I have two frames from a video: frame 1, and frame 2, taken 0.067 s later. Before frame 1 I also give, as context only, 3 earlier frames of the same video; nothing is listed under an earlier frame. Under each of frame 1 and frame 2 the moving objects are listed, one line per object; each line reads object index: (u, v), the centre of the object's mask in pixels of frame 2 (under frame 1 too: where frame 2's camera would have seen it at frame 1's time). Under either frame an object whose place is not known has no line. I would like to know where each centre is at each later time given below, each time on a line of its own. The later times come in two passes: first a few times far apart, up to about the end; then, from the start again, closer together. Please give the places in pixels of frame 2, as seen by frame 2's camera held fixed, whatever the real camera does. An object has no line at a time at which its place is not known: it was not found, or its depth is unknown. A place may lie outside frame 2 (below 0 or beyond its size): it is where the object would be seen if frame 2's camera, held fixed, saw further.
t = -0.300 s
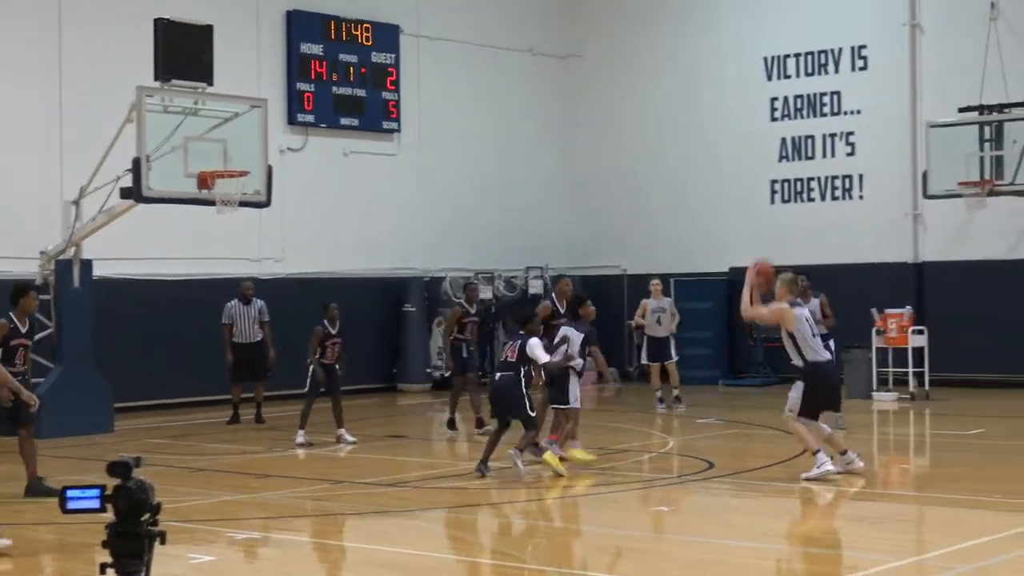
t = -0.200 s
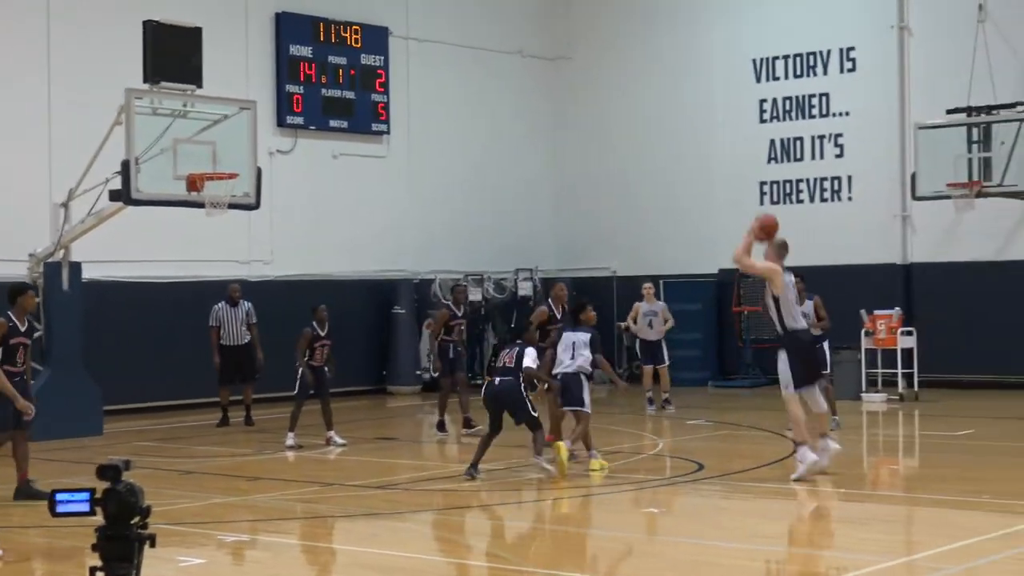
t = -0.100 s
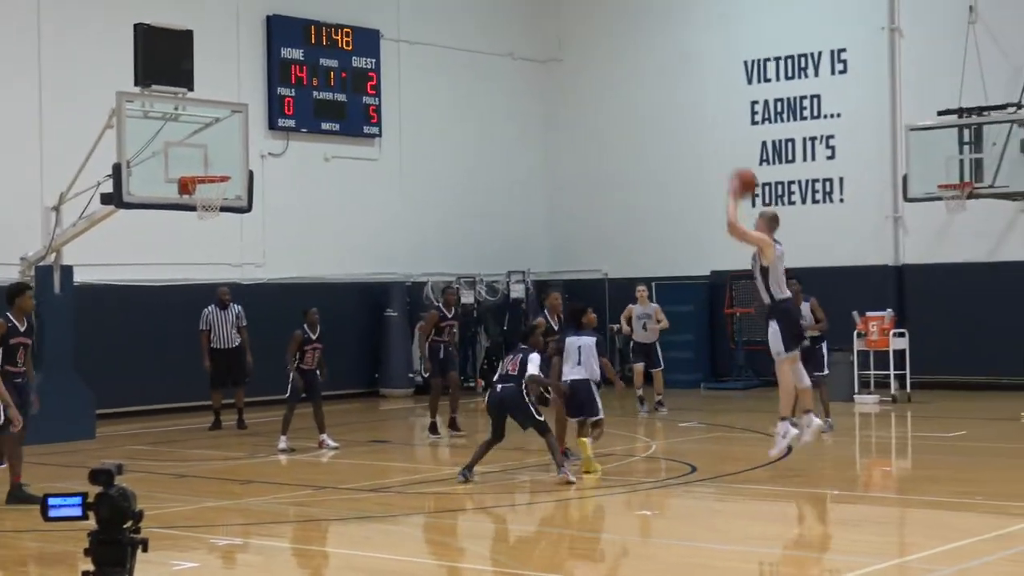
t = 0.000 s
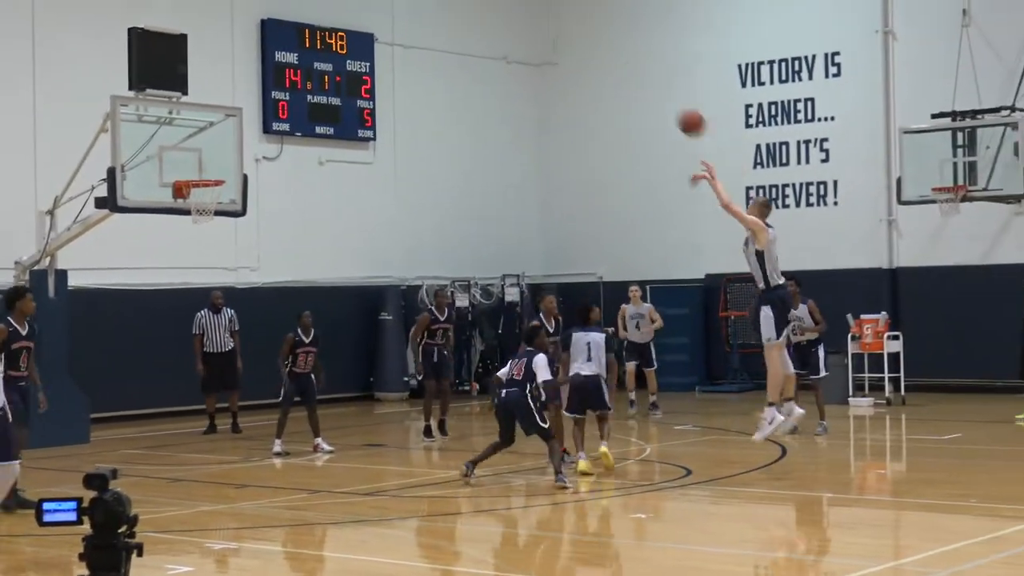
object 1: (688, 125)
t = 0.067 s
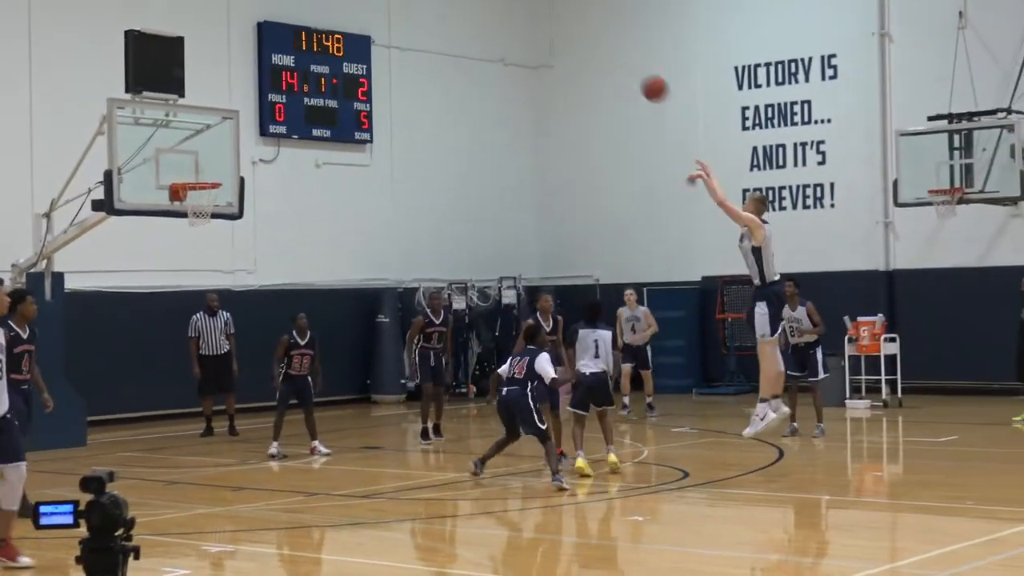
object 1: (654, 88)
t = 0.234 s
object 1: (574, 21)
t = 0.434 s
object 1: (488, -9)
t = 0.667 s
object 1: (395, -10)
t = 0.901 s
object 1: (312, 37)
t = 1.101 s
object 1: (246, 119)
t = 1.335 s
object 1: (189, 205)
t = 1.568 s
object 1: (191, 228)
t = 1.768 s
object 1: (199, 280)
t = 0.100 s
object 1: (638, 72)
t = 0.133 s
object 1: (622, 58)
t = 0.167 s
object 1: (606, 44)
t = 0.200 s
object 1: (590, 32)
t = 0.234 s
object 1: (574, 21)
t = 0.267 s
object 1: (559, 11)
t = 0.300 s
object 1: (544, 3)
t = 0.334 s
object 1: (530, -2)
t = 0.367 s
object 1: (515, -5)
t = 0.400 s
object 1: (501, -8)
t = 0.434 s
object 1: (488, -9)
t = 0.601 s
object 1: (420, -13)
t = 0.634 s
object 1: (407, -12)
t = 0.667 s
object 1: (395, -10)
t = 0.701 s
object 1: (383, -9)
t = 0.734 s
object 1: (370, -6)
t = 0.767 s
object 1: (358, 1)
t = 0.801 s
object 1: (346, 8)
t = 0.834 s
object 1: (335, 17)
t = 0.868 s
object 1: (323, 25)
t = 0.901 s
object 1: (312, 37)
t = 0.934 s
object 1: (301, 48)
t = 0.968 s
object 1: (290, 59)
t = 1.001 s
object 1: (278, 75)
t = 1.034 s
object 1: (268, 86)
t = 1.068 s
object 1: (257, 103)
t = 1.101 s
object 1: (246, 119)
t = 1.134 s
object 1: (236, 136)
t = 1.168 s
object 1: (226, 152)
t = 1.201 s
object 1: (216, 170)
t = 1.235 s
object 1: (207, 183)
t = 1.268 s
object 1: (198, 195)
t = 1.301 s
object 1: (190, 199)
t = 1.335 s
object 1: (189, 205)
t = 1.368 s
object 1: (185, 204)
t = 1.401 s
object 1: (186, 209)
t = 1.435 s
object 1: (186, 210)
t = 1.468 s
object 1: (187, 213)
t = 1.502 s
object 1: (188, 216)
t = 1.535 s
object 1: (189, 225)
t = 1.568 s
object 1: (191, 228)
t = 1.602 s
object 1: (192, 234)
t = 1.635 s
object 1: (194, 241)
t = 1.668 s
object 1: (195, 249)
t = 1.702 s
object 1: (196, 258)
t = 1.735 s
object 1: (198, 269)
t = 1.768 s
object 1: (199, 280)
